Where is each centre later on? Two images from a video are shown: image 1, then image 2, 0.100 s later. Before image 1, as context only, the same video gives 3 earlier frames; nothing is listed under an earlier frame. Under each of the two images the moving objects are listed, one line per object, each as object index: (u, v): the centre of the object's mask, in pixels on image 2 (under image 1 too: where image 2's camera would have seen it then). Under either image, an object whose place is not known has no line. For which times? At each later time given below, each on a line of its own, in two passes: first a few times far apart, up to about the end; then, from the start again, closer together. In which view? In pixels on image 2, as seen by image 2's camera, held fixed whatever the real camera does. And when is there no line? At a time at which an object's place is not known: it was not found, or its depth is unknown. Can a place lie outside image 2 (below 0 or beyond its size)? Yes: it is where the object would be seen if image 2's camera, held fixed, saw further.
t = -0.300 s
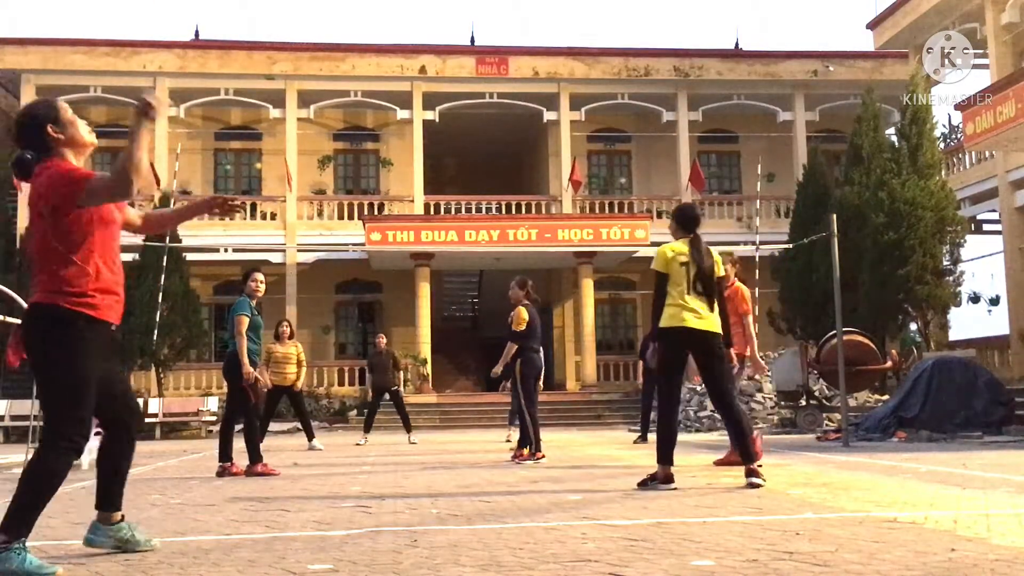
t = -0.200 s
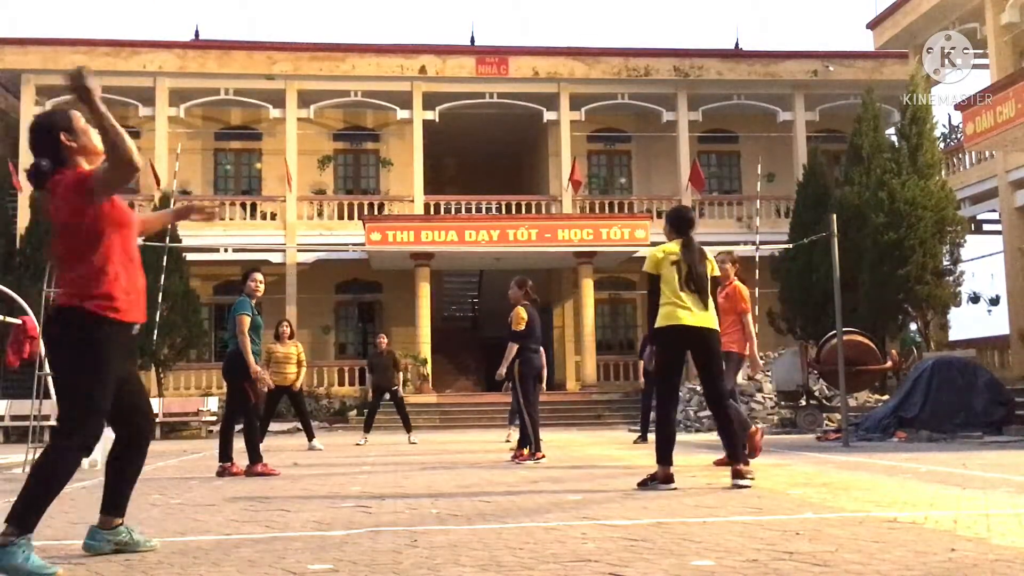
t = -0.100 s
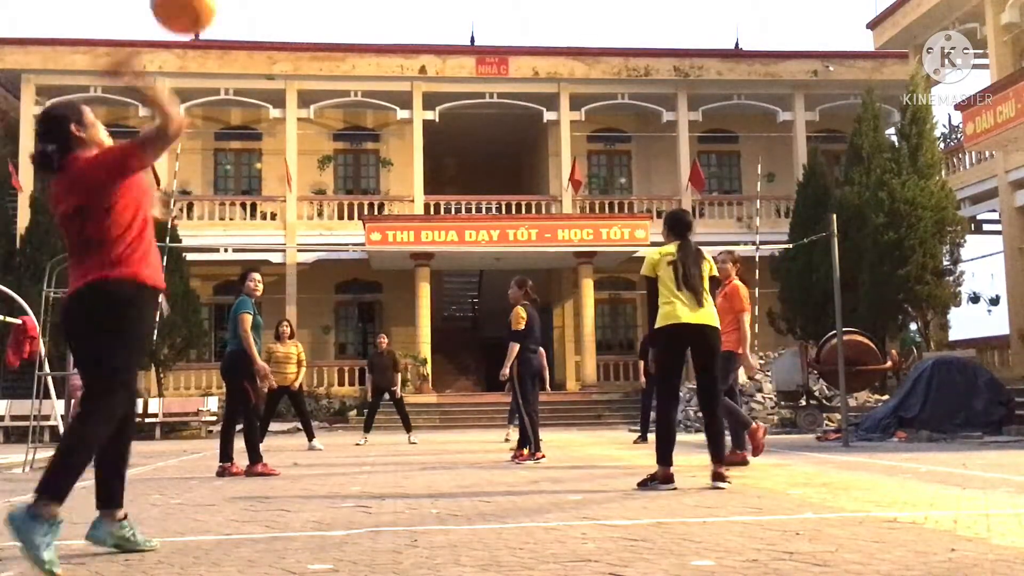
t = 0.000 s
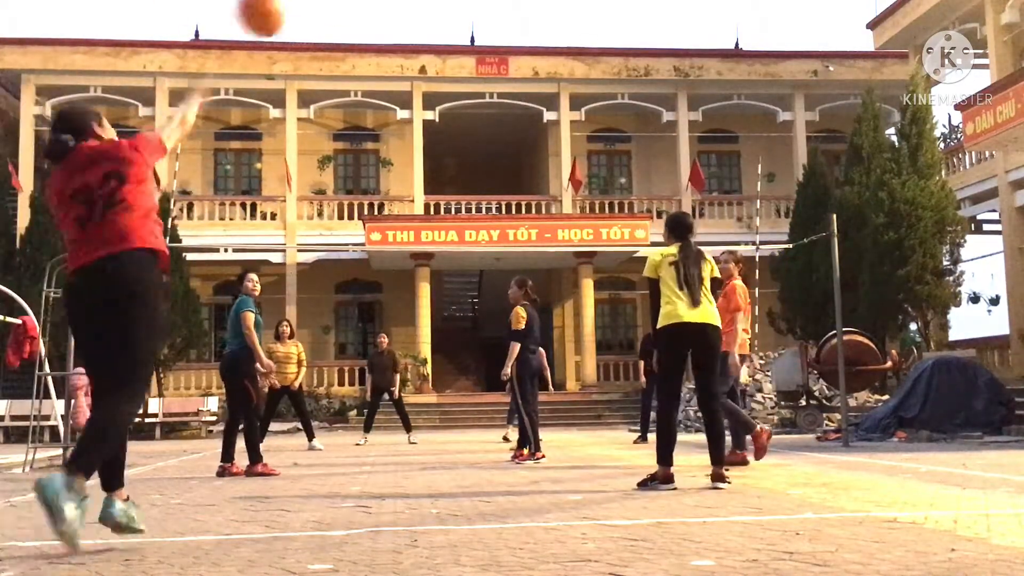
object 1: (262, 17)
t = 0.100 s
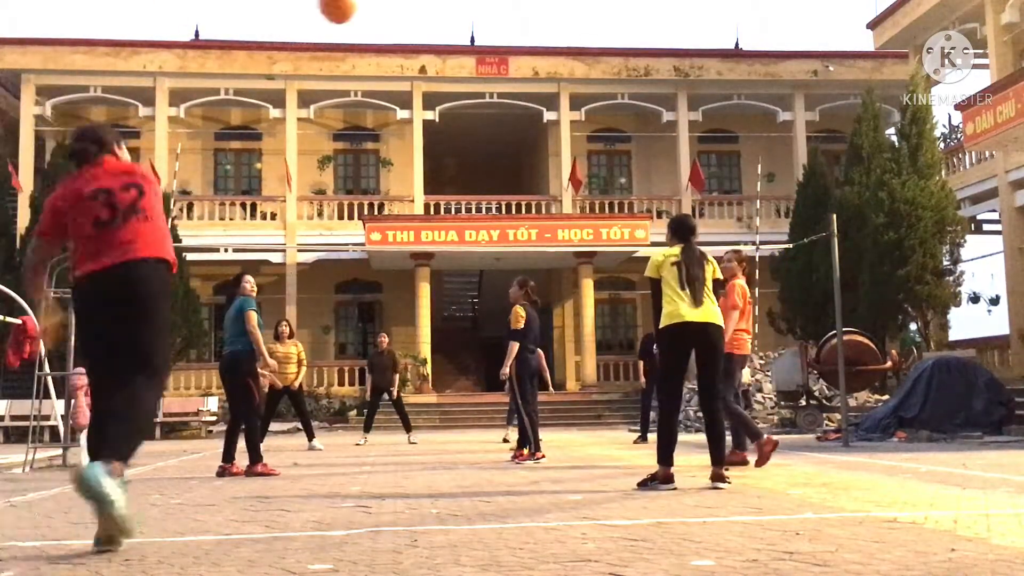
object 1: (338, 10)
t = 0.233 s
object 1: (393, 23)
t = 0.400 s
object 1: (435, 60)
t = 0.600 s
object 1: (466, 123)
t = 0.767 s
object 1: (484, 181)
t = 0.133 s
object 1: (354, 11)
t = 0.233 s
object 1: (393, 23)
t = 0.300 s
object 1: (412, 38)
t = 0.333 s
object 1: (421, 45)
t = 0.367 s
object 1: (428, 53)
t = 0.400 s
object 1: (435, 60)
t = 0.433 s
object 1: (441, 69)
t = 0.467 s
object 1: (447, 79)
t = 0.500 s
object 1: (453, 90)
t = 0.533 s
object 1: (457, 100)
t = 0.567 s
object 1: (462, 112)
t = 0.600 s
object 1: (466, 123)
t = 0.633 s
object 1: (470, 134)
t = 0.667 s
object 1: (474, 146)
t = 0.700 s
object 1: (477, 157)
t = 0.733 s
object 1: (481, 169)
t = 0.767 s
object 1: (484, 181)
